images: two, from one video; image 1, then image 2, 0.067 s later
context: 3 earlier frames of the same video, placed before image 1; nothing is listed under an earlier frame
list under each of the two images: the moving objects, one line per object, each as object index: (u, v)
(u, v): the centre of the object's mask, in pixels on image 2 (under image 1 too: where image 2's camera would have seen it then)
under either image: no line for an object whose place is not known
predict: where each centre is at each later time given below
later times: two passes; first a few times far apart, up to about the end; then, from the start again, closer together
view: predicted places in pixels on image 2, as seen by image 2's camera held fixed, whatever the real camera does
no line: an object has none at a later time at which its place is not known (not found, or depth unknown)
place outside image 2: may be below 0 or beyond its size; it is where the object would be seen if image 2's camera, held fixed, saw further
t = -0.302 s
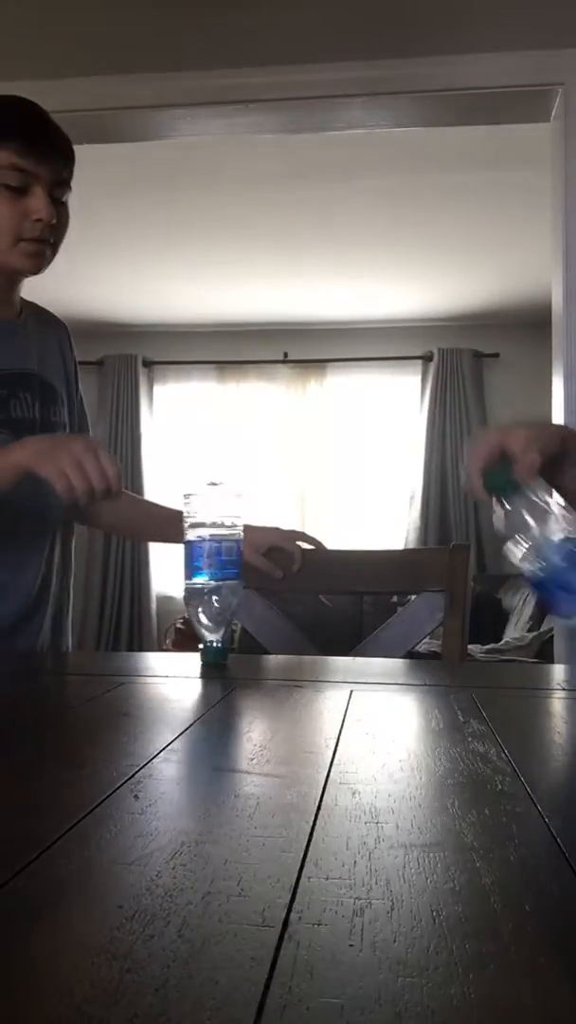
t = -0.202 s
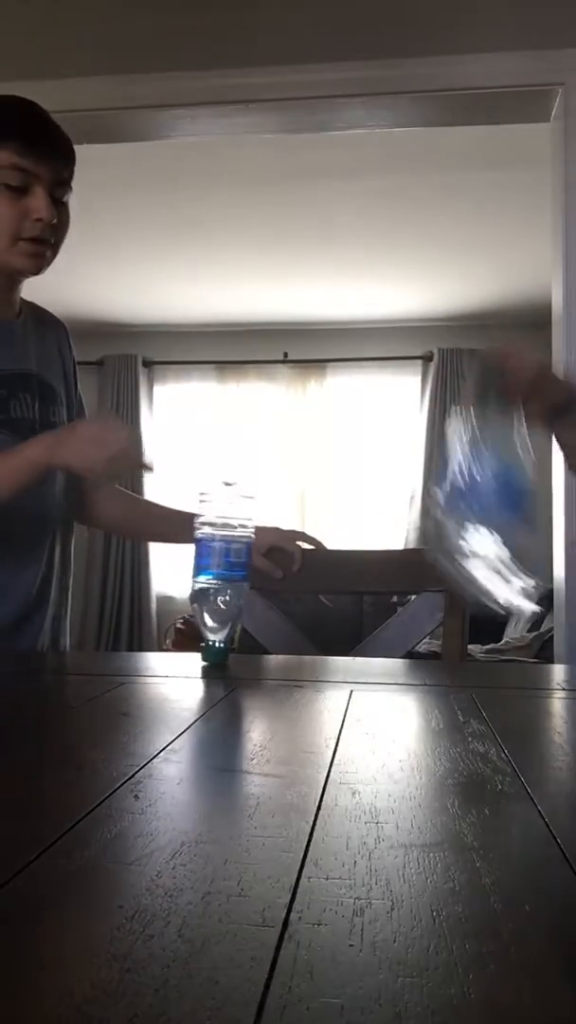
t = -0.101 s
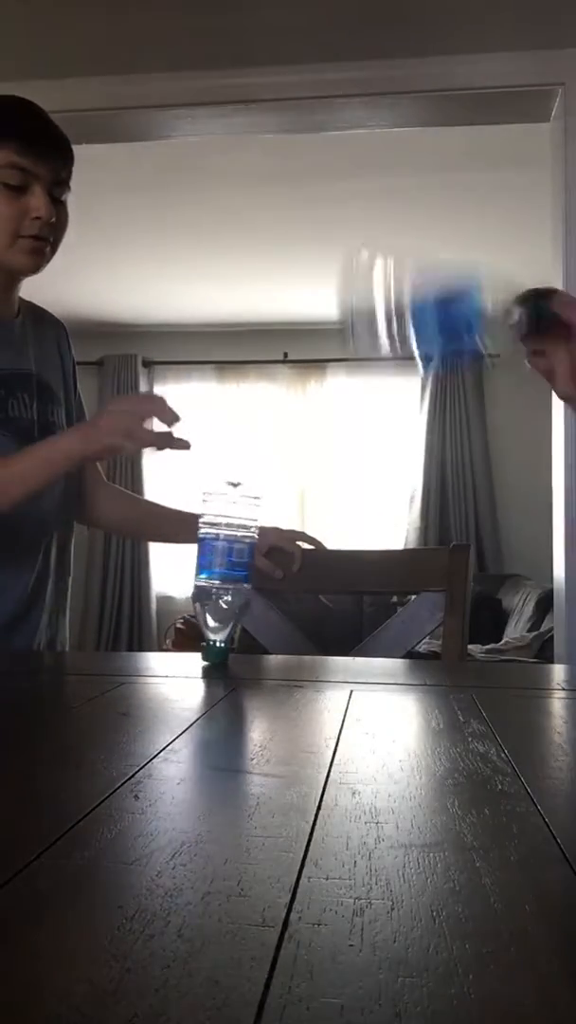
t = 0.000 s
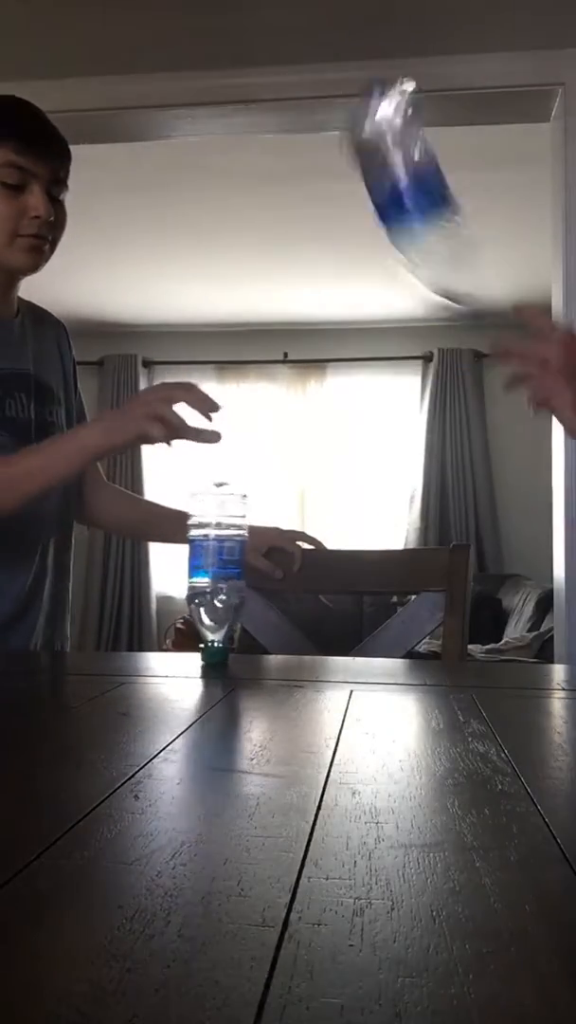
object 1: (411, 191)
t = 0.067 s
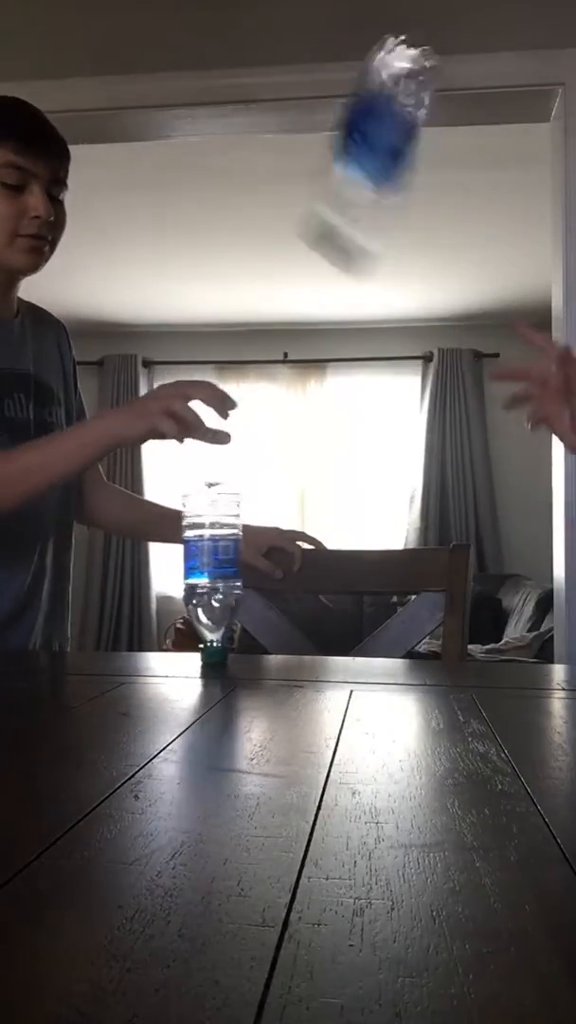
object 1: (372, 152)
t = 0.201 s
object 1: (350, 135)
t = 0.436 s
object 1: (390, 595)
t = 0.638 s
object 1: (408, 588)
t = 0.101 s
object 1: (355, 129)
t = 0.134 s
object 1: (346, 119)
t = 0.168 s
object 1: (349, 119)
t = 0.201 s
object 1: (350, 135)
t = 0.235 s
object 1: (355, 166)
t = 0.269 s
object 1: (359, 208)
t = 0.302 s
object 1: (362, 271)
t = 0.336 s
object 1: (361, 318)
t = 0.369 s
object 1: (379, 421)
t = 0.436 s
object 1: (390, 595)
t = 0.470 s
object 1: (399, 592)
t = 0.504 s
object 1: (404, 591)
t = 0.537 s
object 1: (409, 589)
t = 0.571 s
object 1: (410, 589)
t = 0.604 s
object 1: (410, 588)
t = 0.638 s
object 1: (408, 588)
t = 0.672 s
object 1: (404, 589)
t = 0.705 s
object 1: (399, 595)
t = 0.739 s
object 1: (390, 593)
